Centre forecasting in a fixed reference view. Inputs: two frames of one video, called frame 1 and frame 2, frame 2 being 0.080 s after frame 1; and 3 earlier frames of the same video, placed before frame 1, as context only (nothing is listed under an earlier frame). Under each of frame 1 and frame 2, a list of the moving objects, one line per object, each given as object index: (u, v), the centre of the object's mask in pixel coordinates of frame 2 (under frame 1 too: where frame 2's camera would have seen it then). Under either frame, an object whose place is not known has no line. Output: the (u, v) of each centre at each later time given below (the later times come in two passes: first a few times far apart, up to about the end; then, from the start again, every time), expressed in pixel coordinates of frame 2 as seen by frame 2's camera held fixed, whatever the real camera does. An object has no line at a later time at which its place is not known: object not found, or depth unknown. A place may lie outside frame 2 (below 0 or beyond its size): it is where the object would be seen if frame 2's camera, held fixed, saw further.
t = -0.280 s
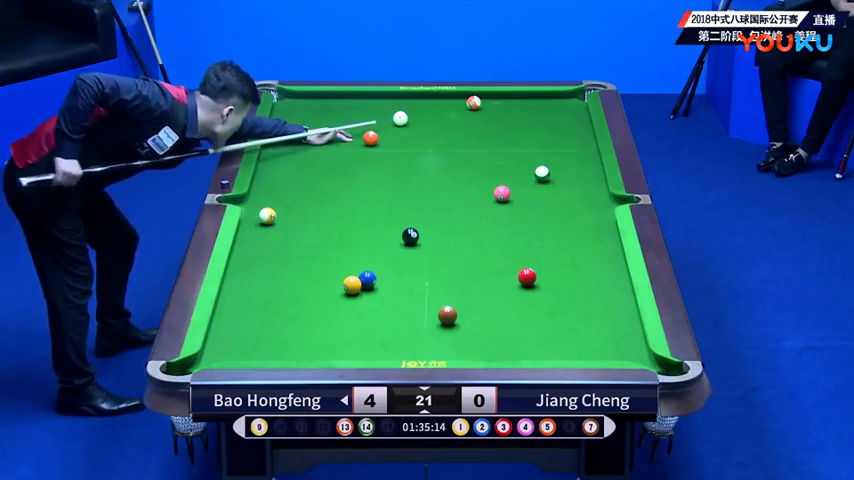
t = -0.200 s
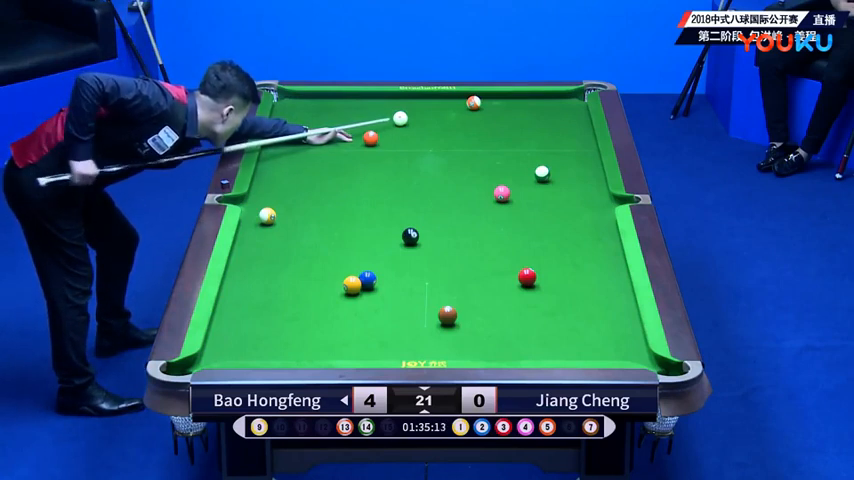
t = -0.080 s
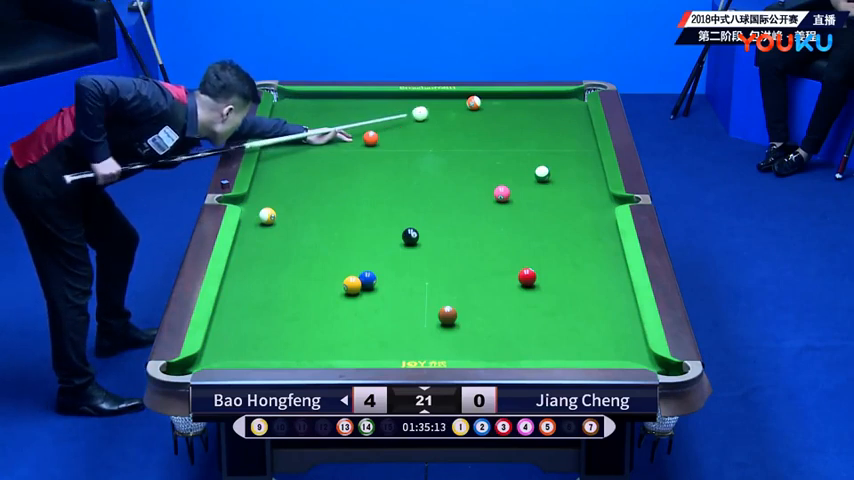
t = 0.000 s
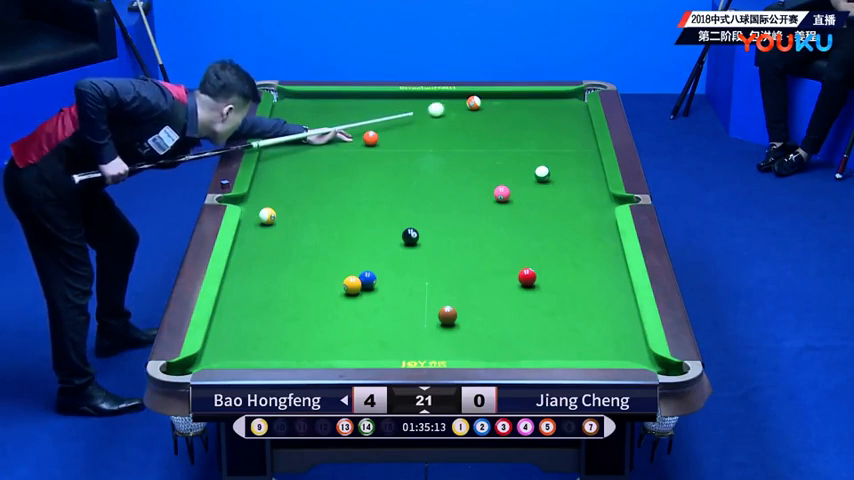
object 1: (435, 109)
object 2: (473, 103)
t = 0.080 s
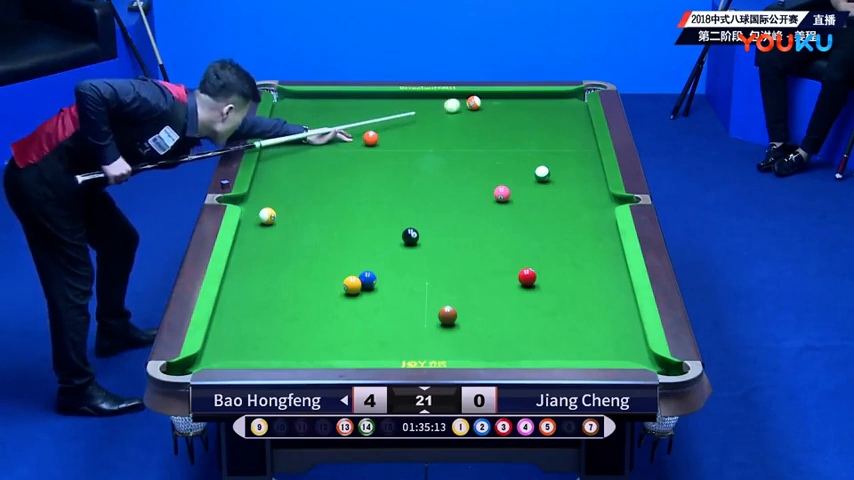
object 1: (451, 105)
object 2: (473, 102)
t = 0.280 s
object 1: (461, 98)
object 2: (500, 100)
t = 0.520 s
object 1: (465, 98)
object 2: (532, 98)
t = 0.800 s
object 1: (470, 103)
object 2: (567, 95)
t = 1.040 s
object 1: (472, 107)
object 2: (584, 96)
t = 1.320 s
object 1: (476, 111)
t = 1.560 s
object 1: (478, 114)
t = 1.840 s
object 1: (481, 118)
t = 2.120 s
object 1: (484, 120)
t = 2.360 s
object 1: (485, 122)
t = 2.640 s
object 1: (486, 124)
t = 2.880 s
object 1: (487, 125)
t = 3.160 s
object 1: (487, 126)
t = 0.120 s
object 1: (459, 103)
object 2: (474, 103)
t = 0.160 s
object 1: (459, 102)
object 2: (481, 102)
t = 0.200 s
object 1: (459, 101)
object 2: (489, 101)
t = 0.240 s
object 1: (460, 99)
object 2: (495, 101)
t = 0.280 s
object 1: (461, 98)
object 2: (500, 100)
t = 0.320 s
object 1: (462, 96)
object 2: (505, 100)
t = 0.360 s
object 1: (463, 95)
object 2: (511, 100)
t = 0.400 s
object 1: (464, 95)
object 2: (516, 99)
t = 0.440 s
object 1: (464, 96)
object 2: (521, 99)
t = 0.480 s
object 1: (465, 97)
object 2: (527, 98)
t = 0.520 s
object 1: (465, 98)
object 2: (532, 98)
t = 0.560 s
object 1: (466, 98)
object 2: (537, 98)
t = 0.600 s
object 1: (467, 99)
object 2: (542, 97)
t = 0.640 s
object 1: (467, 100)
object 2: (547, 97)
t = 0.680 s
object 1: (468, 101)
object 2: (552, 97)
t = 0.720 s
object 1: (468, 101)
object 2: (557, 96)
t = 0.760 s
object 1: (469, 102)
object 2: (562, 95)
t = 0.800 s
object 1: (470, 103)
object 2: (567, 95)
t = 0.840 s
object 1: (470, 103)
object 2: (573, 95)
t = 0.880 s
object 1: (471, 104)
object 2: (577, 95)
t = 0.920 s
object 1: (471, 105)
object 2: (581, 94)
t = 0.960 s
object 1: (471, 106)
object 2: (584, 93)
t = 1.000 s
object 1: (472, 106)
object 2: (585, 94)
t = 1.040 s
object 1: (472, 107)
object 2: (584, 96)
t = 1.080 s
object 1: (473, 107)
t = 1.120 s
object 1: (474, 108)
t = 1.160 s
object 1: (474, 109)
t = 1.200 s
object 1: (474, 109)
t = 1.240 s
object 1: (475, 110)
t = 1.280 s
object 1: (475, 111)
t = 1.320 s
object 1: (476, 111)
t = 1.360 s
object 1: (476, 112)
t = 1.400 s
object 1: (476, 112)
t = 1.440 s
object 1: (477, 113)
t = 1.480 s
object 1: (477, 113)
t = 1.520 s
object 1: (478, 114)
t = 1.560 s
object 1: (478, 114)
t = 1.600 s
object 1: (479, 115)
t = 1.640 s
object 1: (479, 115)
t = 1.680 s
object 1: (480, 116)
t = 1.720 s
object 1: (480, 116)
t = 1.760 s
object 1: (481, 117)
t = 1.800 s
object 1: (481, 117)
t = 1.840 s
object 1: (481, 118)
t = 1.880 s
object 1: (482, 118)
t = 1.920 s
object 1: (482, 119)
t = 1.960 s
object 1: (482, 119)
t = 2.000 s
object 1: (483, 119)
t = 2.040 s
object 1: (483, 120)
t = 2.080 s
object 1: (483, 120)
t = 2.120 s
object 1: (484, 120)
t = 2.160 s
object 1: (484, 121)
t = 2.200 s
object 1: (484, 121)
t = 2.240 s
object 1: (485, 121)
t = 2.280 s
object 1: (485, 122)
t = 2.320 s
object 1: (485, 122)
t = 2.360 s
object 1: (485, 122)
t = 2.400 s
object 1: (485, 123)
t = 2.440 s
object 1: (485, 123)
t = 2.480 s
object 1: (486, 123)
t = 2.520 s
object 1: (486, 123)
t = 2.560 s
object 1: (486, 124)
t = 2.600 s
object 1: (486, 124)
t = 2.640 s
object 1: (486, 124)
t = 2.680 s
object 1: (486, 124)
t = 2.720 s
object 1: (486, 124)
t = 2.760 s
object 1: (486, 125)
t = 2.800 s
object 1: (486, 125)
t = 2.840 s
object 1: (487, 125)
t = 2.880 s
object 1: (487, 125)
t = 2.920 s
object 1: (487, 125)
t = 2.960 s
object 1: (487, 125)
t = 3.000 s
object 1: (487, 125)
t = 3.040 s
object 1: (487, 126)
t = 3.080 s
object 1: (487, 126)
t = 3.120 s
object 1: (487, 126)
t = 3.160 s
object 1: (487, 126)
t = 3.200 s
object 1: (487, 126)
